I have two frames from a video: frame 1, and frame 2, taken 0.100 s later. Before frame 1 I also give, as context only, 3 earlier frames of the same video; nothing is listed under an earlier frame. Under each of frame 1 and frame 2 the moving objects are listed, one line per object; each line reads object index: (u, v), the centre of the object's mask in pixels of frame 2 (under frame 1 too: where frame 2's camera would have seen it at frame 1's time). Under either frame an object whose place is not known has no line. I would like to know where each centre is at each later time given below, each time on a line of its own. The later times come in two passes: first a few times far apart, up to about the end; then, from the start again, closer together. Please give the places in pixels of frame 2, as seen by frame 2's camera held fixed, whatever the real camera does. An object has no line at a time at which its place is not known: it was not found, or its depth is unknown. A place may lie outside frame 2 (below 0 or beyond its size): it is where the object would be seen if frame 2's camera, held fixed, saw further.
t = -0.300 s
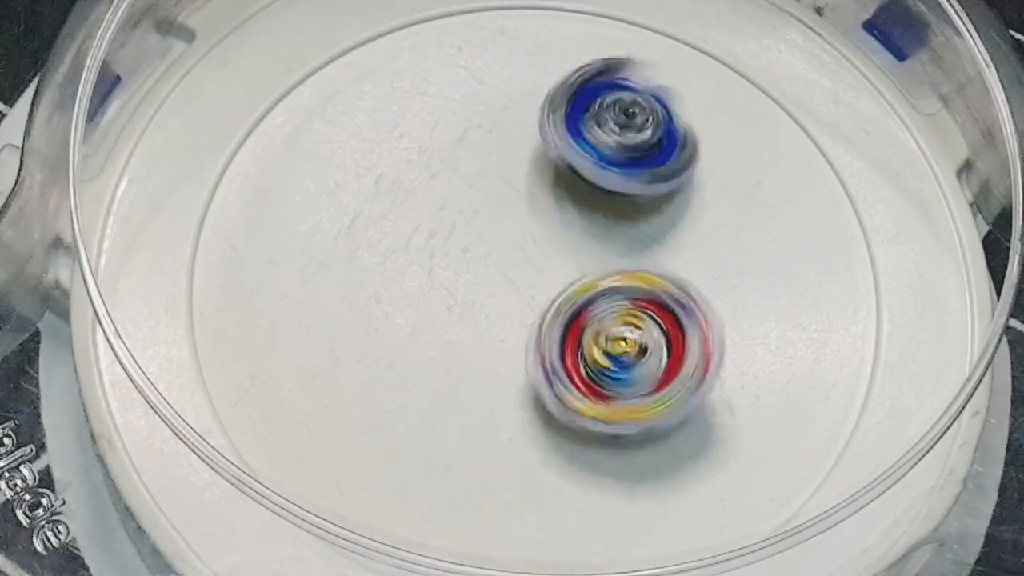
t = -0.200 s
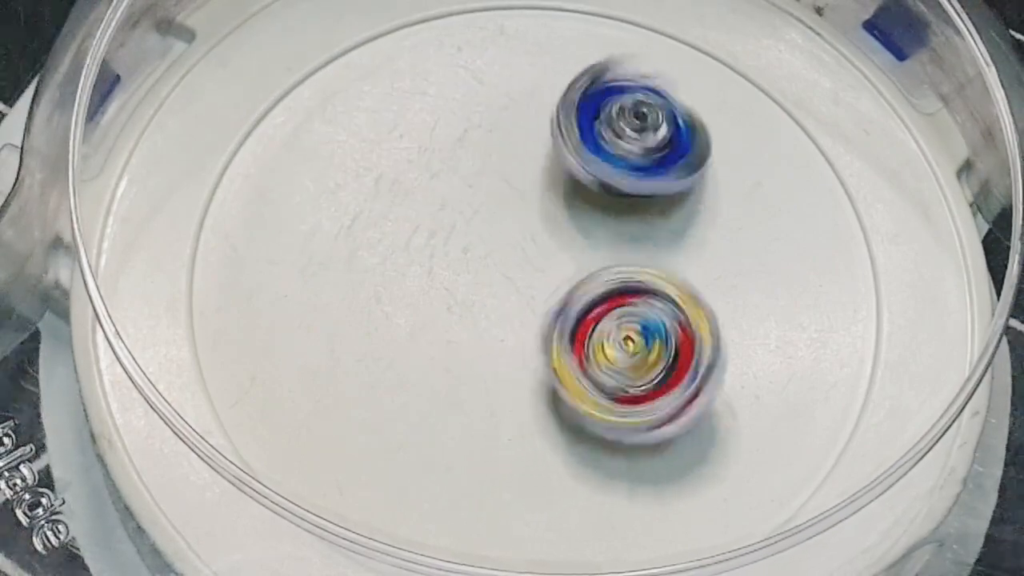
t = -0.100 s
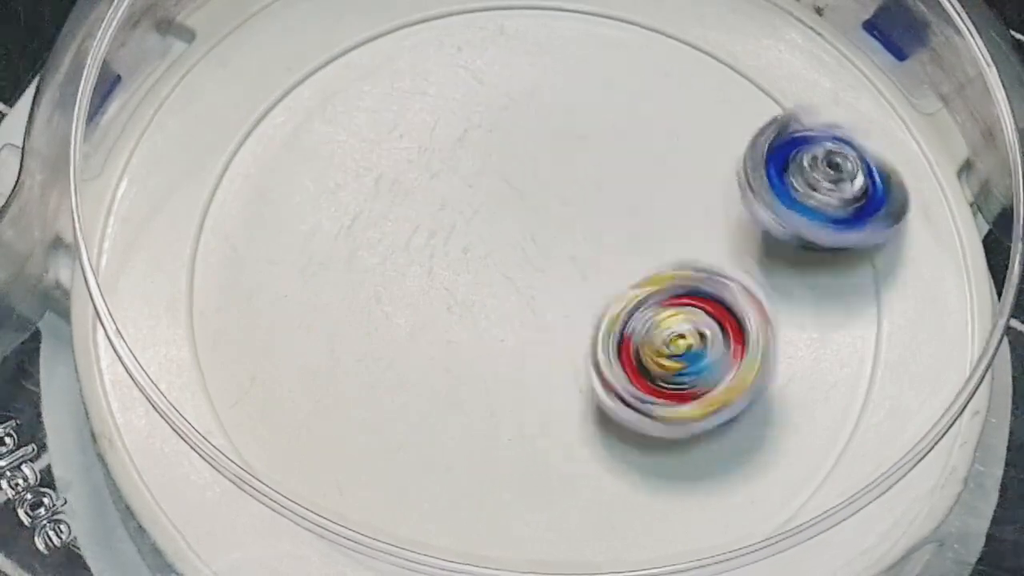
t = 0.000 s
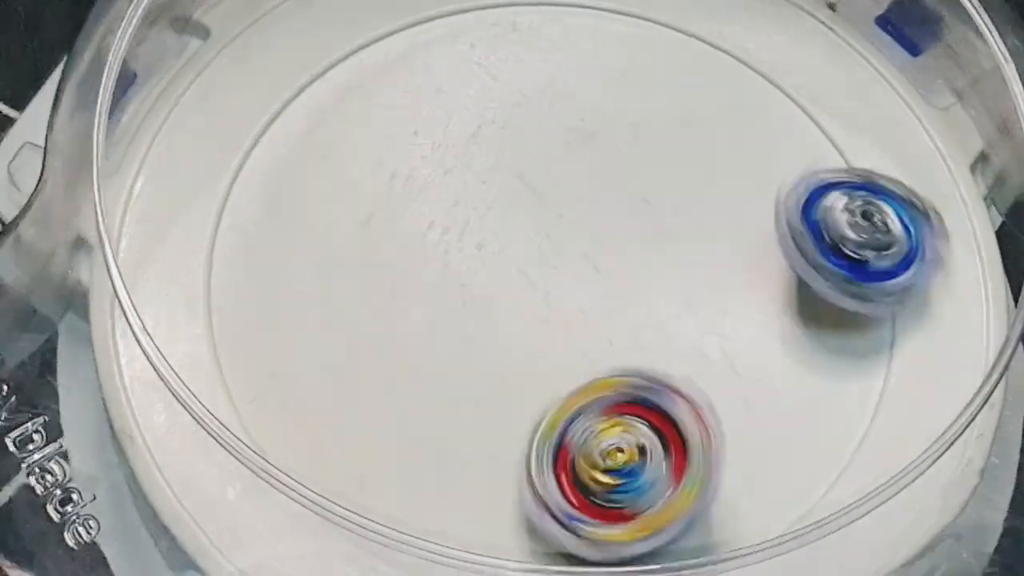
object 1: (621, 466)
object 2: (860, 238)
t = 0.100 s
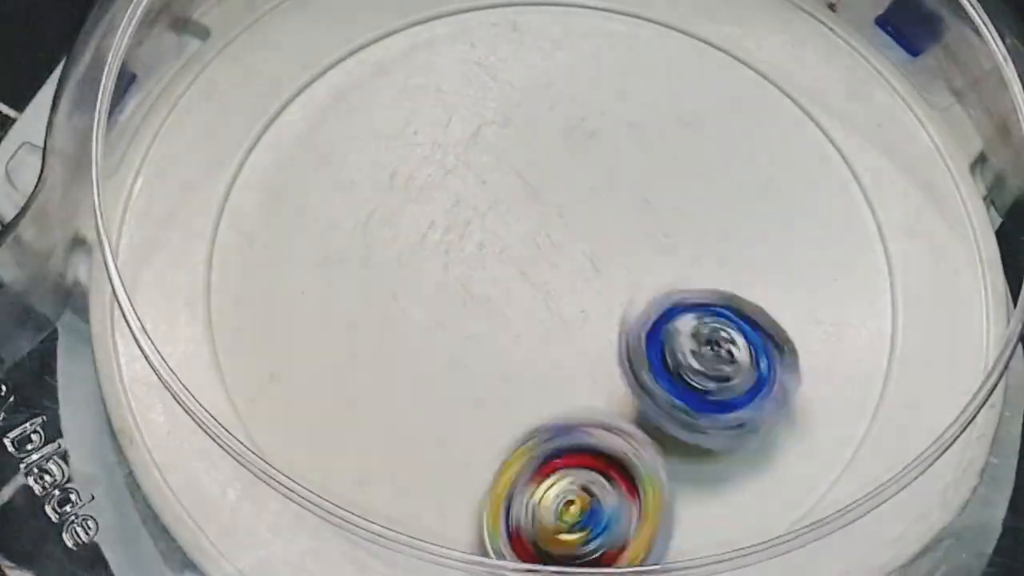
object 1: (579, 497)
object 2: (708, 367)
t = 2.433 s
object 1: (483, 190)
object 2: (612, 59)
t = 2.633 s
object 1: (581, 124)
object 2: (816, 128)
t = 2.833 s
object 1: (550, 201)
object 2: (727, 365)
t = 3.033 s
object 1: (412, 205)
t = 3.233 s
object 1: (331, 79)
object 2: (256, 345)
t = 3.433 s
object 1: (405, 50)
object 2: (309, 203)
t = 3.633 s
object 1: (564, 42)
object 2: (474, 270)
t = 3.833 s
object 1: (664, 173)
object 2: (489, 448)
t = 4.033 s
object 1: (608, 326)
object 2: (337, 482)
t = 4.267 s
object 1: (534, 257)
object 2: (316, 247)
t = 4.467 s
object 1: (667, 105)
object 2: (434, 163)
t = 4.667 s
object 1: (637, 52)
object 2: (630, 263)
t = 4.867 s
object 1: (498, 51)
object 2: (637, 449)
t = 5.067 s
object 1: (440, 173)
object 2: (440, 464)
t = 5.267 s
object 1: (646, 286)
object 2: (401, 266)
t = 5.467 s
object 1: (794, 124)
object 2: (614, 161)
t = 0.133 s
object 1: (564, 503)
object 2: (655, 393)
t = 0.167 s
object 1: (517, 519)
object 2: (638, 386)
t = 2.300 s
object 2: (519, 116)
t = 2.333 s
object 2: (532, 95)
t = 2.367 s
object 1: (444, 243)
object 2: (552, 79)
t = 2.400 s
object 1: (466, 215)
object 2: (581, 68)
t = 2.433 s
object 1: (483, 190)
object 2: (612, 59)
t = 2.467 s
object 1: (505, 170)
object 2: (645, 54)
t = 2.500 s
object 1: (527, 149)
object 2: (678, 54)
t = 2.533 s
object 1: (541, 138)
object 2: (714, 60)
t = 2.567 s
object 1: (556, 129)
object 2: (755, 77)
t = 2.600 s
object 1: (571, 123)
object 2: (789, 100)
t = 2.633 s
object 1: (581, 124)
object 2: (816, 128)
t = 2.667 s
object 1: (584, 129)
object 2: (831, 164)
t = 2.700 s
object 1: (585, 138)
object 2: (834, 208)
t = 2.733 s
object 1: (584, 150)
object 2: (825, 252)
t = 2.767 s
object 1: (580, 165)
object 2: (807, 297)
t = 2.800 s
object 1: (566, 180)
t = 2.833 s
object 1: (550, 201)
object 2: (727, 365)
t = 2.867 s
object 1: (534, 215)
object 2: (673, 387)
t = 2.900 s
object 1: (519, 238)
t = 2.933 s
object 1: (494, 249)
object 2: (552, 405)
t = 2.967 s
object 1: (463, 249)
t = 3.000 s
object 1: (434, 246)
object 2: (442, 404)
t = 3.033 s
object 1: (412, 205)
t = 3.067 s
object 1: (391, 171)
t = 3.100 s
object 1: (373, 141)
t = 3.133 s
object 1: (360, 116)
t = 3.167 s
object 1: (348, 97)
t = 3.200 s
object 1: (338, 86)
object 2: (261, 370)
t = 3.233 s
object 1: (331, 79)
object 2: (256, 345)
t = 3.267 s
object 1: (328, 78)
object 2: (258, 311)
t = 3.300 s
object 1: (328, 85)
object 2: (269, 269)
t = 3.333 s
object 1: (338, 90)
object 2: (278, 234)
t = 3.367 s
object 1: (358, 69)
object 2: (282, 228)
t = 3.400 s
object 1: (381, 55)
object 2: (292, 216)
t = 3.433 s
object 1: (405, 50)
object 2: (309, 203)
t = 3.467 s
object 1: (429, 50)
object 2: (335, 186)
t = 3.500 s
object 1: (449, 54)
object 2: (367, 175)
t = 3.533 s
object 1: (476, 51)
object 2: (397, 185)
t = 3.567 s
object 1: (507, 45)
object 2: (422, 210)
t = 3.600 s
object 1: (537, 40)
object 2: (448, 237)
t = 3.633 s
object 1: (564, 42)
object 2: (474, 270)
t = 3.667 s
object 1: (589, 48)
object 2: (490, 307)
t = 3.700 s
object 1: (611, 58)
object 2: (500, 340)
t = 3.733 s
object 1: (631, 81)
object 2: (505, 368)
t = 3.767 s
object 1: (648, 108)
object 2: (511, 396)
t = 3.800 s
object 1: (657, 139)
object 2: (505, 426)
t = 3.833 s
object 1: (664, 173)
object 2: (489, 448)
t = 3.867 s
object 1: (664, 206)
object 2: (473, 464)
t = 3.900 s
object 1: (659, 234)
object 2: (457, 473)
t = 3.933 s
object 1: (651, 263)
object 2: (432, 479)
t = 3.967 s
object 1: (641, 291)
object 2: (404, 477)
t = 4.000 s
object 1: (627, 311)
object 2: (366, 487)
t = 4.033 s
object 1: (608, 326)
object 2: (337, 482)
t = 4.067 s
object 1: (591, 334)
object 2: (318, 452)
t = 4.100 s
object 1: (569, 333)
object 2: (312, 418)
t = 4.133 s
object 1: (546, 330)
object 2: (291, 388)
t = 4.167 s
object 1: (527, 320)
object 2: (292, 349)
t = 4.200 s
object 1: (508, 303)
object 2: (310, 318)
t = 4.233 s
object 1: (516, 282)
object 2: (306, 280)
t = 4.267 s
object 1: (534, 257)
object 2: (316, 247)
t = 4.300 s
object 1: (544, 232)
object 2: (328, 222)
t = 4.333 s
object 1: (553, 208)
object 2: (359, 194)
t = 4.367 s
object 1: (571, 184)
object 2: (386, 183)
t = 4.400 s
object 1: (614, 154)
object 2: (389, 170)
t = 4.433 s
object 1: (644, 126)
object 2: (409, 168)
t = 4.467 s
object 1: (667, 105)
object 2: (434, 163)
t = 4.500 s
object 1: (680, 87)
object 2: (472, 172)
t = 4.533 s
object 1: (688, 75)
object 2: (504, 178)
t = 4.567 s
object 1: (683, 63)
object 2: (539, 196)
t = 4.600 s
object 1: (669, 62)
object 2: (574, 211)
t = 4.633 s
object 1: (654, 55)
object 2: (604, 240)
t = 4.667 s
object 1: (637, 52)
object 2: (630, 263)
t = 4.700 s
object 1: (617, 46)
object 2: (647, 294)
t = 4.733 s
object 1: (594, 46)
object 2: (664, 324)
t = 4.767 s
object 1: (571, 44)
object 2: (663, 356)
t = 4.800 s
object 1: (551, 45)
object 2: (665, 391)
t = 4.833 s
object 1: (521, 45)
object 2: (651, 416)
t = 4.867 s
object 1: (498, 51)
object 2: (637, 449)
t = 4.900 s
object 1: (474, 57)
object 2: (613, 468)
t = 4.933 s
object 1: (453, 63)
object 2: (577, 485)
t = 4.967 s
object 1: (437, 83)
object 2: (548, 489)
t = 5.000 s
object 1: (433, 112)
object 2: (506, 488)
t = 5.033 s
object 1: (435, 142)
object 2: (470, 479)
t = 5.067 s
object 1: (440, 173)
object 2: (440, 464)
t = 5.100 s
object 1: (457, 210)
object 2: (406, 441)
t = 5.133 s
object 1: (485, 239)
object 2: (384, 415)
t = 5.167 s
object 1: (517, 262)
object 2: (377, 375)
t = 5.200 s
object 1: (557, 282)
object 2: (370, 337)
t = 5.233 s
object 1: (601, 289)
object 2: (378, 304)
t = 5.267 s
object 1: (646, 286)
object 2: (401, 266)
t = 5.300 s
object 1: (685, 278)
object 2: (421, 237)
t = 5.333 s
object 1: (724, 258)
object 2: (453, 216)
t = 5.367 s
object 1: (753, 229)
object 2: (493, 191)
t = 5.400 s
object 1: (774, 200)
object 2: (527, 177)
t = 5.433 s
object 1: (789, 164)
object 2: (568, 170)
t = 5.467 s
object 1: (794, 124)
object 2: (614, 161)
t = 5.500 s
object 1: (821, 82)
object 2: (620, 166)
